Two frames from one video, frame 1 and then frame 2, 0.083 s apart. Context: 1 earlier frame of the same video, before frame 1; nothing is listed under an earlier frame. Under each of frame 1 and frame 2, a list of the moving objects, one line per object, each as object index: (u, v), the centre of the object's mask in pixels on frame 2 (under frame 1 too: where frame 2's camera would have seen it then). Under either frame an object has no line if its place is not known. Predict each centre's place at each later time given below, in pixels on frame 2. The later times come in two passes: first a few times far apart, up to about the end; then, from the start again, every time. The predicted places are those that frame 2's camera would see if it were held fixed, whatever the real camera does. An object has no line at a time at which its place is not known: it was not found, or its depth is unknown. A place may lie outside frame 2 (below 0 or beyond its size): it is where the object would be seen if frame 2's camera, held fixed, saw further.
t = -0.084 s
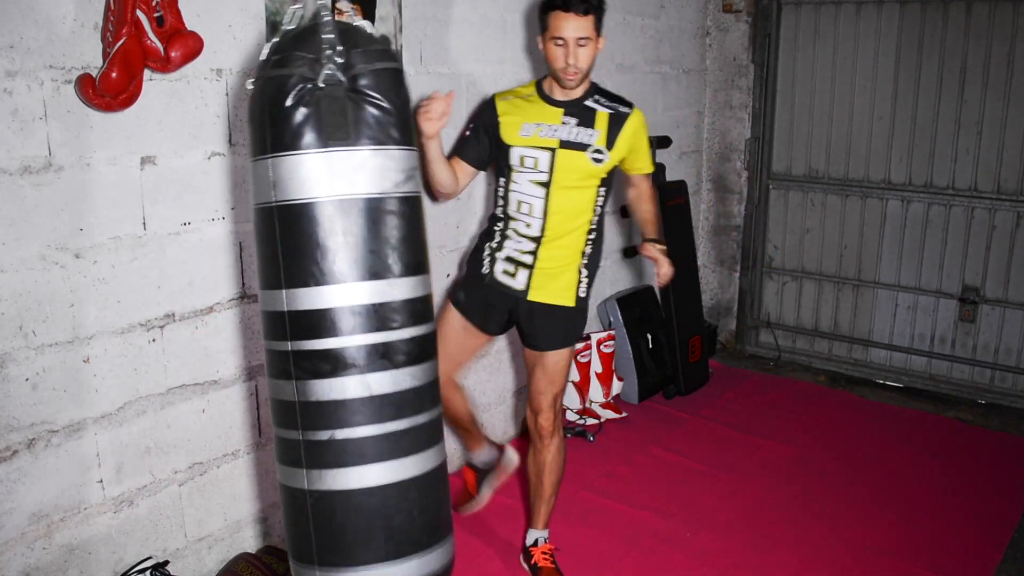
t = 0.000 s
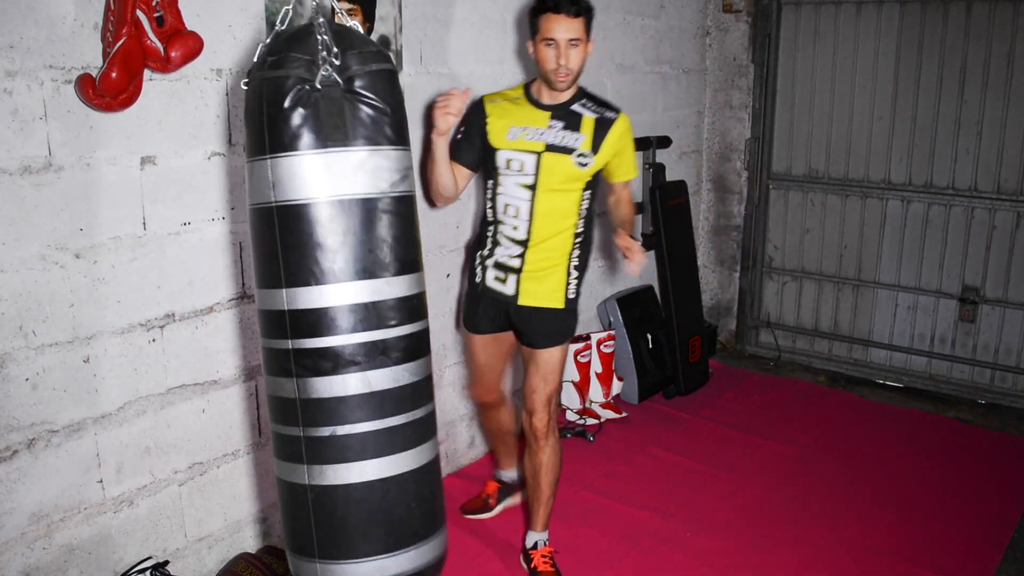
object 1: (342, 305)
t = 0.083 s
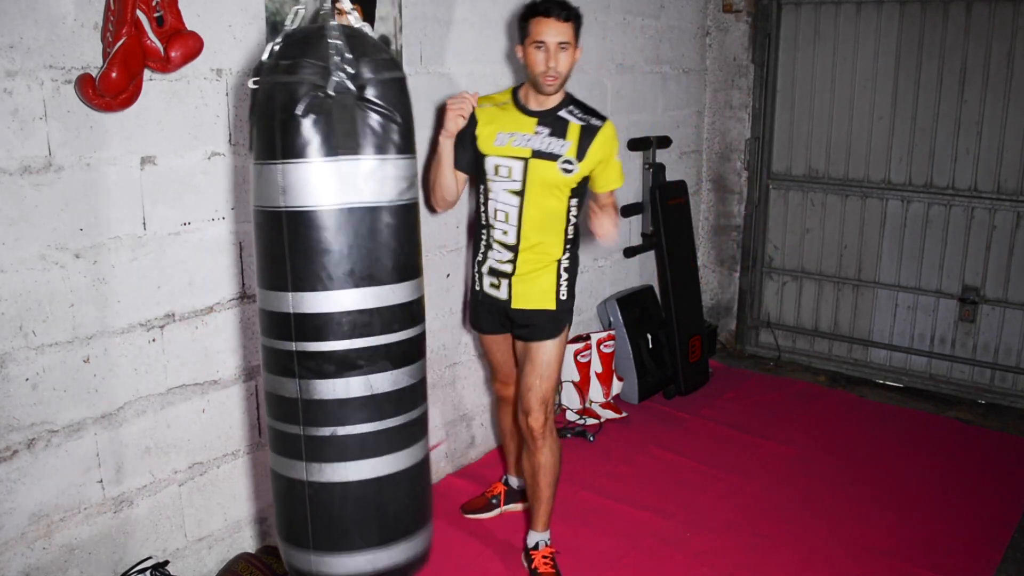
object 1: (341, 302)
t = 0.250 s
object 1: (331, 292)
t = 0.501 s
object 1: (322, 269)
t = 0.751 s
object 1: (316, 264)
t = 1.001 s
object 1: (320, 277)
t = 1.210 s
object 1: (328, 295)
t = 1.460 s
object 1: (339, 306)
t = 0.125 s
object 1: (340, 300)
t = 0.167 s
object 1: (338, 298)
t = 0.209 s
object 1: (335, 295)
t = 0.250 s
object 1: (331, 292)
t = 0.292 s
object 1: (328, 288)
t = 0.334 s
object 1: (325, 284)
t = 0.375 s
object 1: (324, 280)
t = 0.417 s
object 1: (323, 276)
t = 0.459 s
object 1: (323, 272)
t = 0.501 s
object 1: (322, 269)
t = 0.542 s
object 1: (321, 267)
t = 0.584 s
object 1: (319, 266)
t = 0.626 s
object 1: (317, 266)
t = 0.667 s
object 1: (316, 263)
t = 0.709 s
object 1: (316, 263)
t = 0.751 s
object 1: (316, 264)
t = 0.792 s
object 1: (317, 265)
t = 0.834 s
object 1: (318, 266)
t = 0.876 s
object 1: (318, 268)
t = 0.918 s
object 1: (318, 270)
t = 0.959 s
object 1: (319, 274)
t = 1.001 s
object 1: (320, 277)
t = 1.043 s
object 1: (321, 279)
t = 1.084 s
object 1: (323, 283)
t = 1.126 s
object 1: (325, 286)
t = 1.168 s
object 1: (326, 291)
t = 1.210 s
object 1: (328, 295)
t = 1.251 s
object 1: (329, 300)
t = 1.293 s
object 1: (331, 302)
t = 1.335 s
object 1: (333, 304)
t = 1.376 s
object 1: (335, 305)
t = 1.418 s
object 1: (337, 306)
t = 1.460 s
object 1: (339, 306)
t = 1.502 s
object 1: (341, 306)
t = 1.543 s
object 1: (342, 306)
